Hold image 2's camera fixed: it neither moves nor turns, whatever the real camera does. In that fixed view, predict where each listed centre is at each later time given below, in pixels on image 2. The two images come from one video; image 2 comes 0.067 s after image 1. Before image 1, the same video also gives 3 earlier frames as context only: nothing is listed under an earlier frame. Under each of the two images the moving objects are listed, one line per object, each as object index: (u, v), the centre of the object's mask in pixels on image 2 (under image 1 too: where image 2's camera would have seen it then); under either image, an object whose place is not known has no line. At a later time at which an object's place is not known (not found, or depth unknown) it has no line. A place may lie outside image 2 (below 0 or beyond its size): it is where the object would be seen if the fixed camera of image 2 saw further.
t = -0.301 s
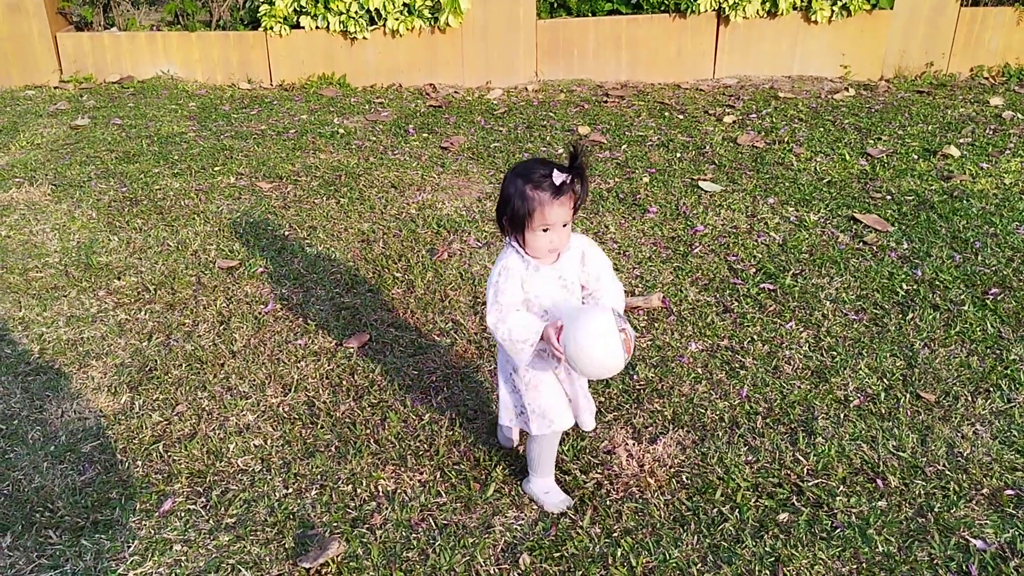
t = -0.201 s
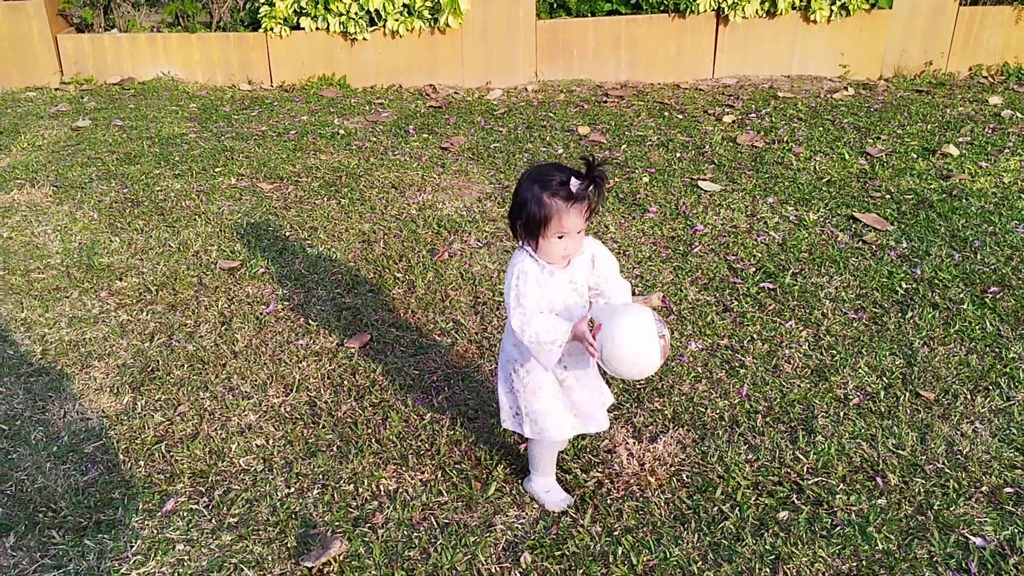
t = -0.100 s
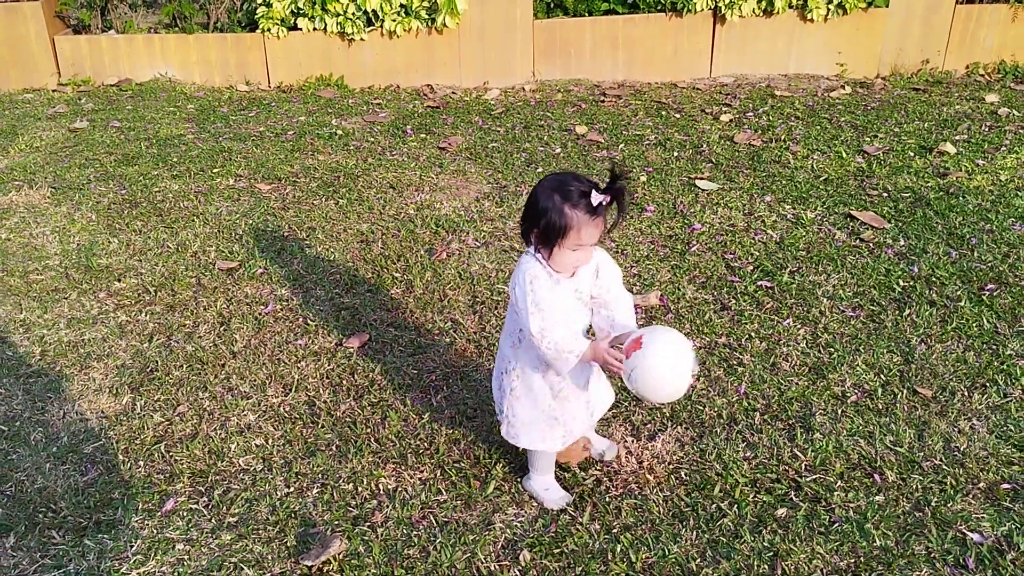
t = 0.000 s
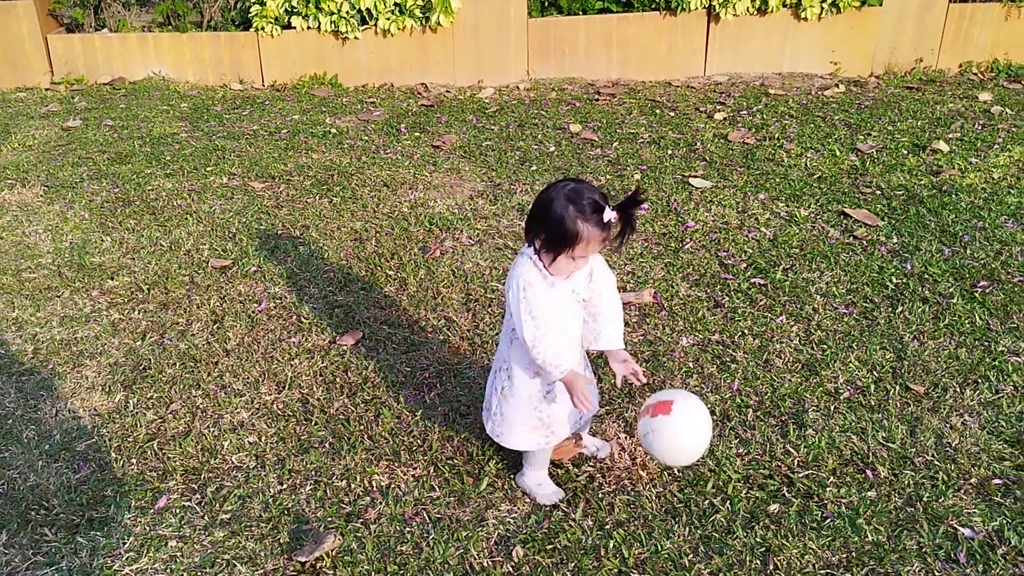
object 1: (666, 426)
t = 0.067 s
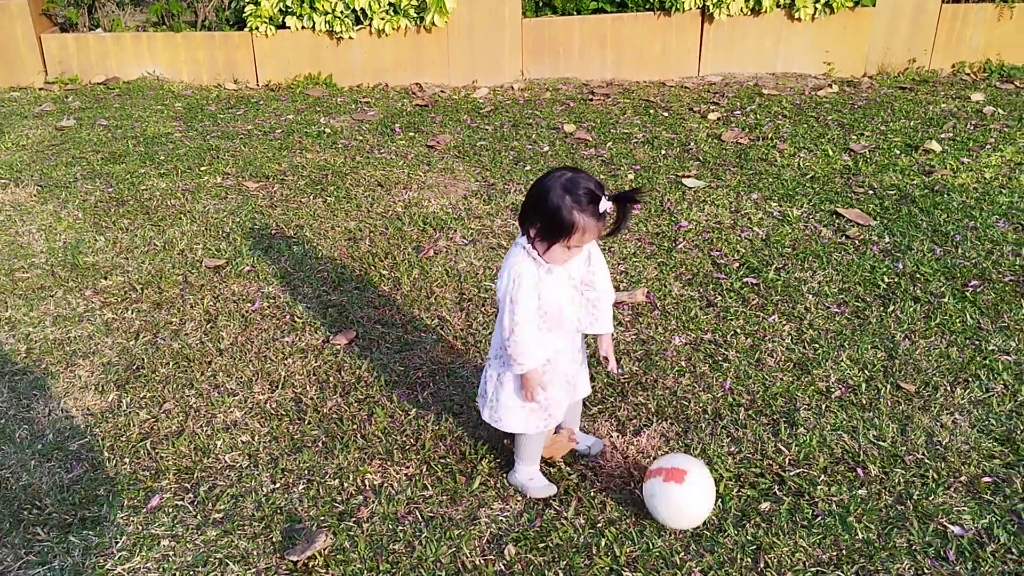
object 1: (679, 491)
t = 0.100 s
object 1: (690, 488)
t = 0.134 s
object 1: (702, 475)
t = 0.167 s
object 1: (715, 465)
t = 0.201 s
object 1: (727, 460)
